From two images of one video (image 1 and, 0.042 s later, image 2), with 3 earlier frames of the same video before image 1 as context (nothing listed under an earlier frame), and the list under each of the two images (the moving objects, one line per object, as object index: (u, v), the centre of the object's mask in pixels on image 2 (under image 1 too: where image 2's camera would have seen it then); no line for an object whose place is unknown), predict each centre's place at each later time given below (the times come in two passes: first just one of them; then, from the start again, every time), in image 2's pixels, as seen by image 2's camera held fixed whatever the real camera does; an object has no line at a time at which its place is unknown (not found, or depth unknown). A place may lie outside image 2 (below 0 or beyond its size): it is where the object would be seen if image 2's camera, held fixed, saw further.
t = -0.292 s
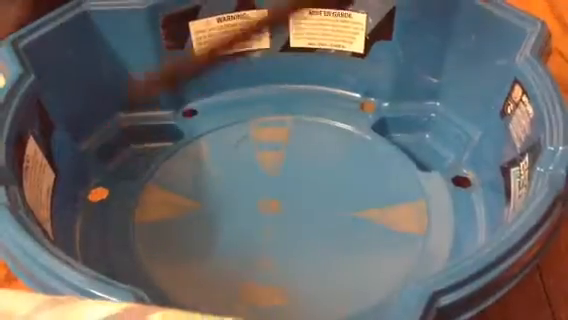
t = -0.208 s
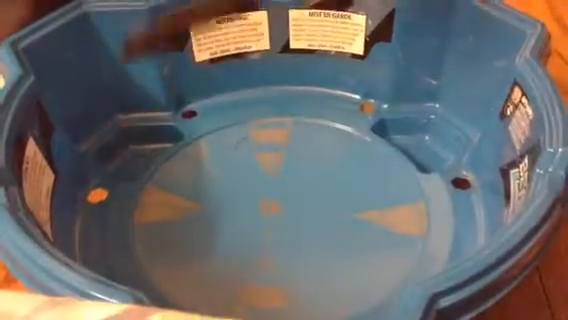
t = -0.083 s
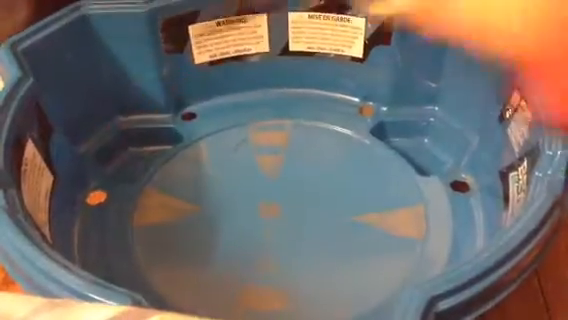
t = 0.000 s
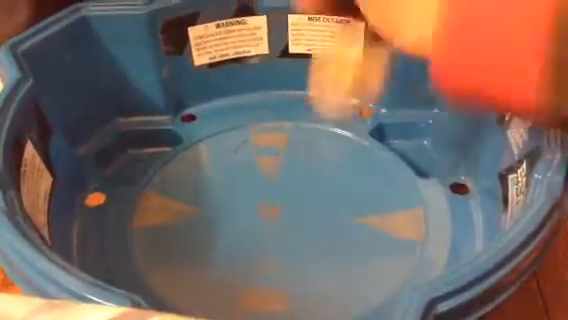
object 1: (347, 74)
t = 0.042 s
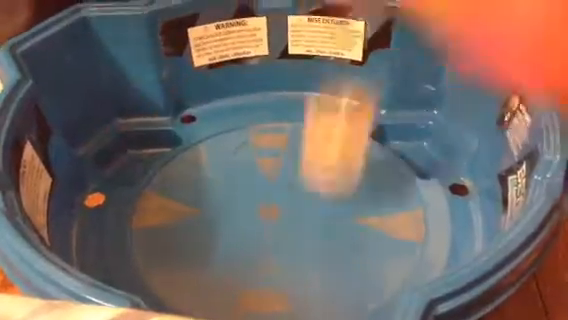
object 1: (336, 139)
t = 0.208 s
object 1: (256, 157)
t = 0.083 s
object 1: (321, 174)
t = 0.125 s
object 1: (298, 157)
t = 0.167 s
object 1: (277, 147)
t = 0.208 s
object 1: (256, 157)
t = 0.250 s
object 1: (238, 170)
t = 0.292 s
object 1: (205, 173)
